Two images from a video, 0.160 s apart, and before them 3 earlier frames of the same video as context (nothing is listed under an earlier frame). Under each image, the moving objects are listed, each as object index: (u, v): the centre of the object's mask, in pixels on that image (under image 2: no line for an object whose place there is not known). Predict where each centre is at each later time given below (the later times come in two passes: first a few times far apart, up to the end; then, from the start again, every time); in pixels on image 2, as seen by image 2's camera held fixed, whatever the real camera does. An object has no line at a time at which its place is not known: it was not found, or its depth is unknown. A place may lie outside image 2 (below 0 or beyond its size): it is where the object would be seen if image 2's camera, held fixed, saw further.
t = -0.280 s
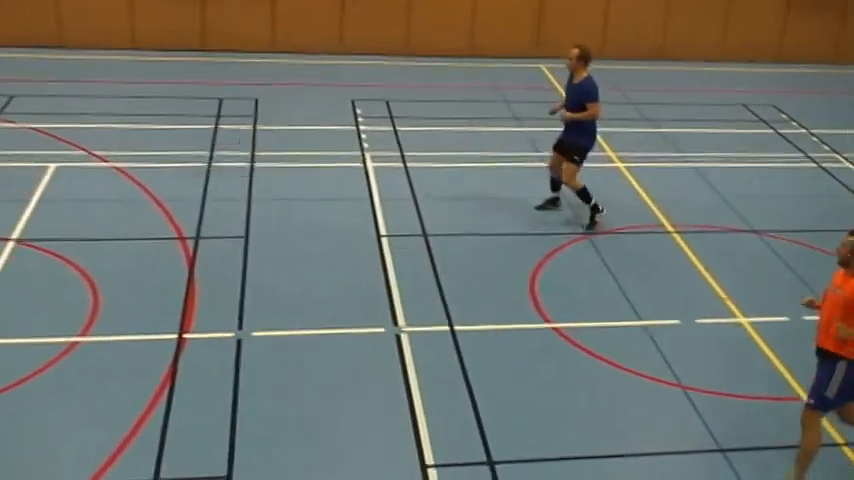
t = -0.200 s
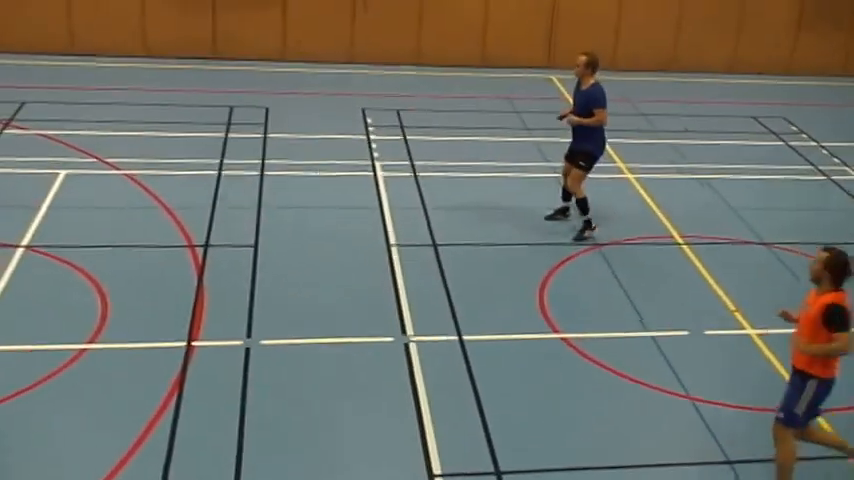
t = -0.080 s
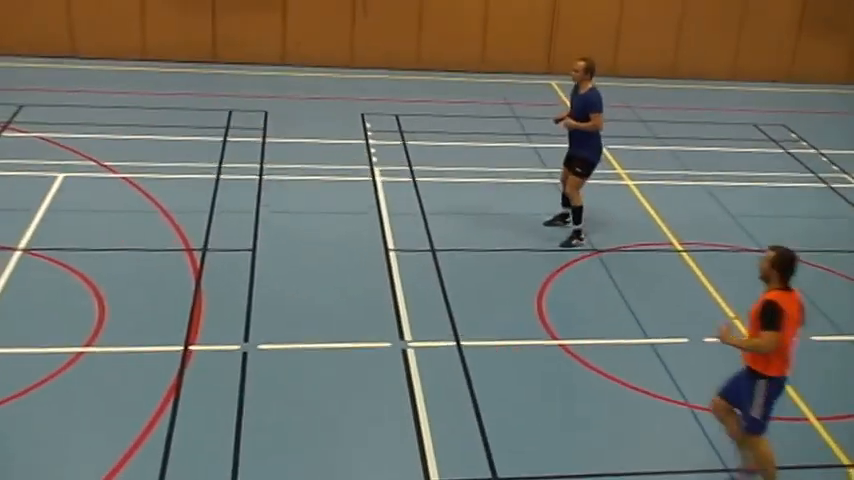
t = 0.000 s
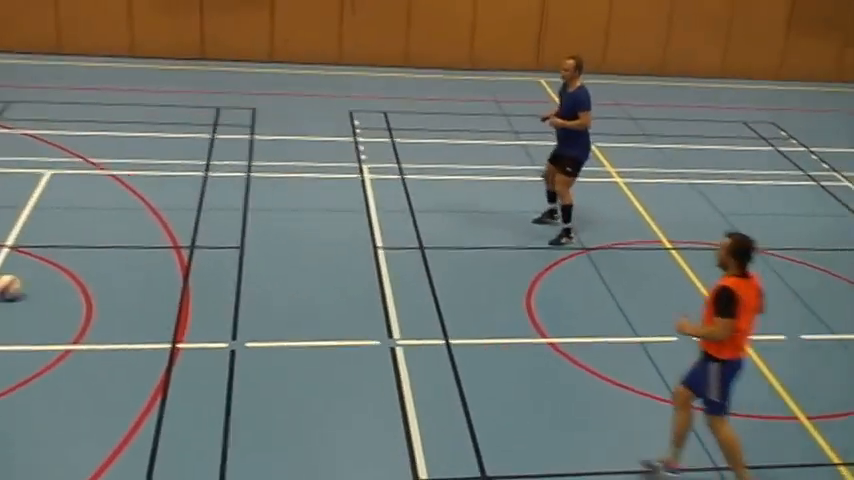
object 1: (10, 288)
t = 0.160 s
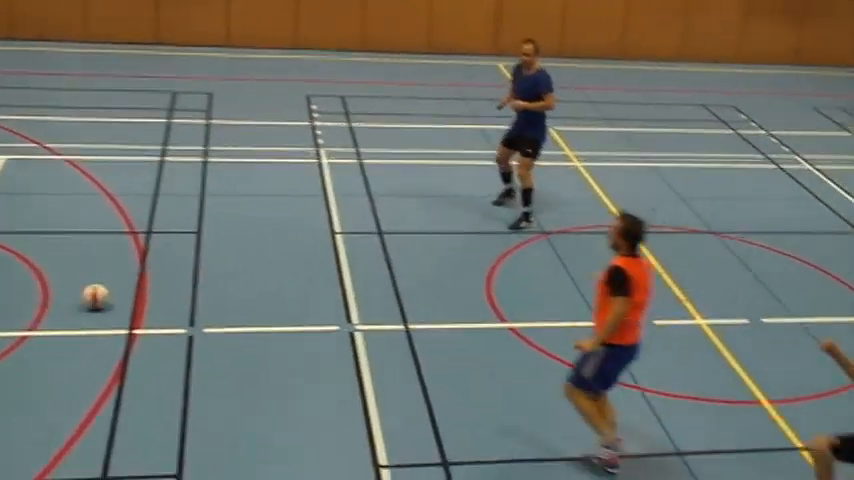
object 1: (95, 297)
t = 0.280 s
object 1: (190, 312)
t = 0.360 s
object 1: (249, 322)
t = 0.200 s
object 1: (128, 302)
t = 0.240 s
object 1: (159, 308)
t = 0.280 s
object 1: (190, 312)
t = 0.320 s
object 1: (219, 317)
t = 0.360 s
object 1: (249, 322)
